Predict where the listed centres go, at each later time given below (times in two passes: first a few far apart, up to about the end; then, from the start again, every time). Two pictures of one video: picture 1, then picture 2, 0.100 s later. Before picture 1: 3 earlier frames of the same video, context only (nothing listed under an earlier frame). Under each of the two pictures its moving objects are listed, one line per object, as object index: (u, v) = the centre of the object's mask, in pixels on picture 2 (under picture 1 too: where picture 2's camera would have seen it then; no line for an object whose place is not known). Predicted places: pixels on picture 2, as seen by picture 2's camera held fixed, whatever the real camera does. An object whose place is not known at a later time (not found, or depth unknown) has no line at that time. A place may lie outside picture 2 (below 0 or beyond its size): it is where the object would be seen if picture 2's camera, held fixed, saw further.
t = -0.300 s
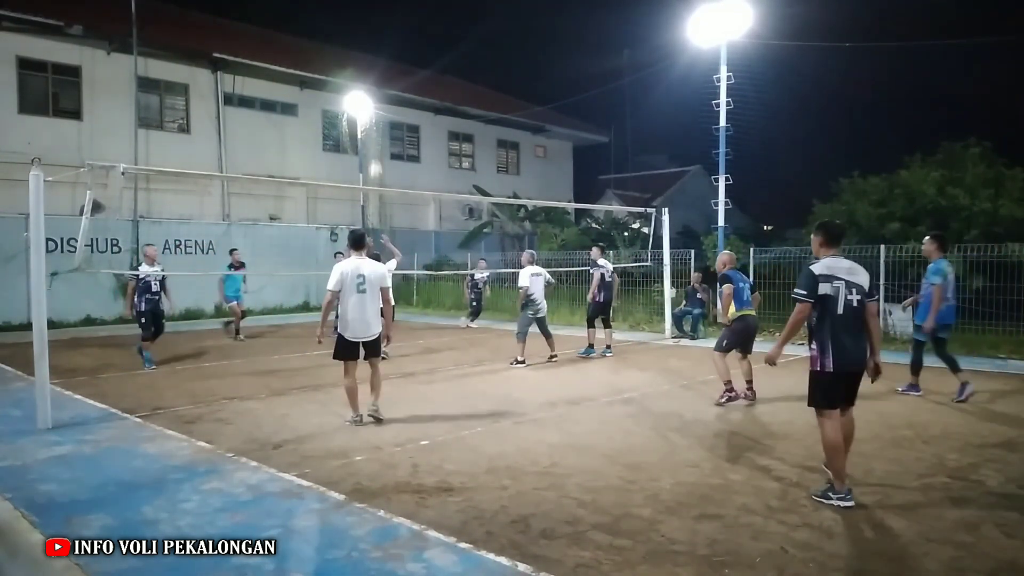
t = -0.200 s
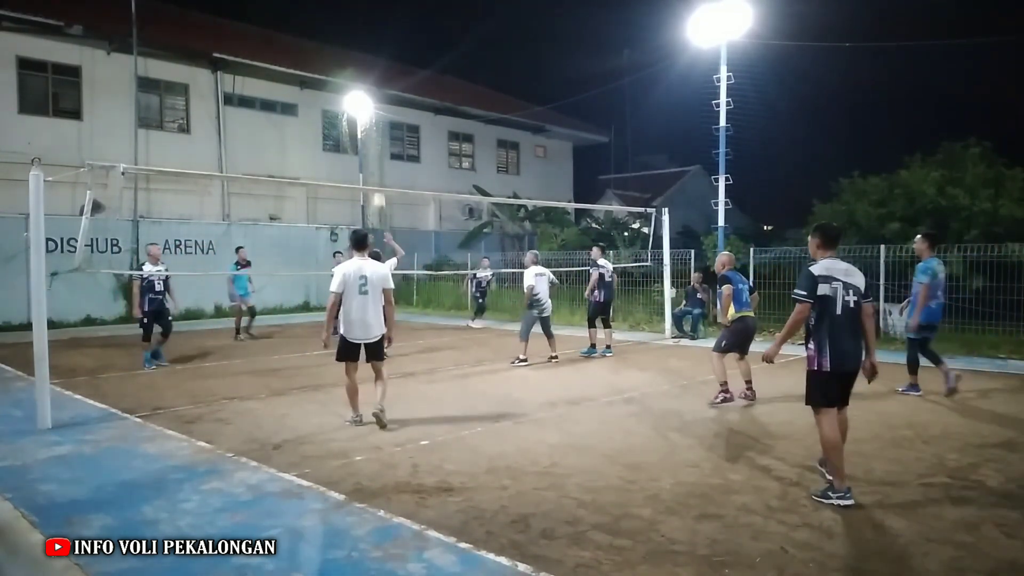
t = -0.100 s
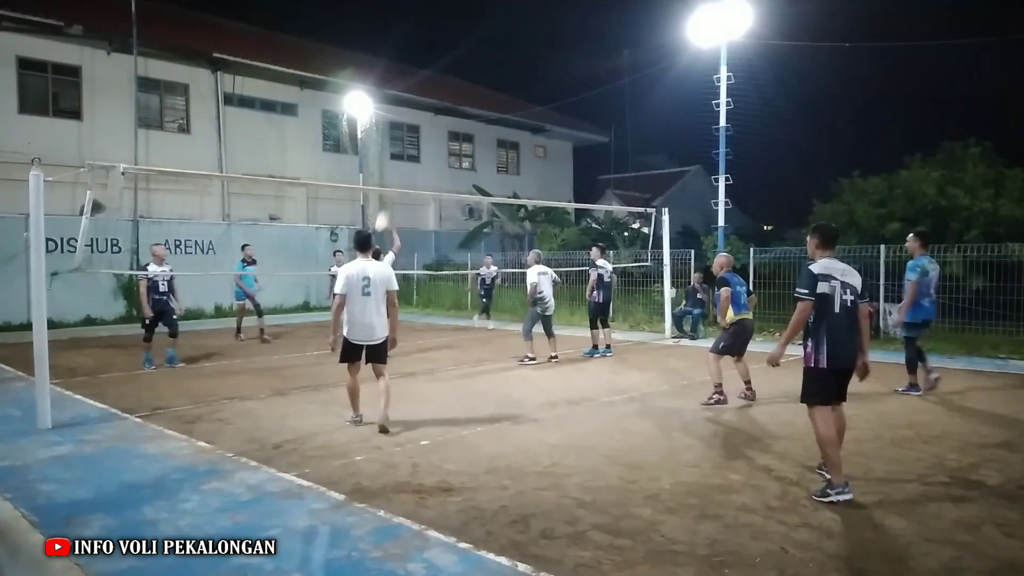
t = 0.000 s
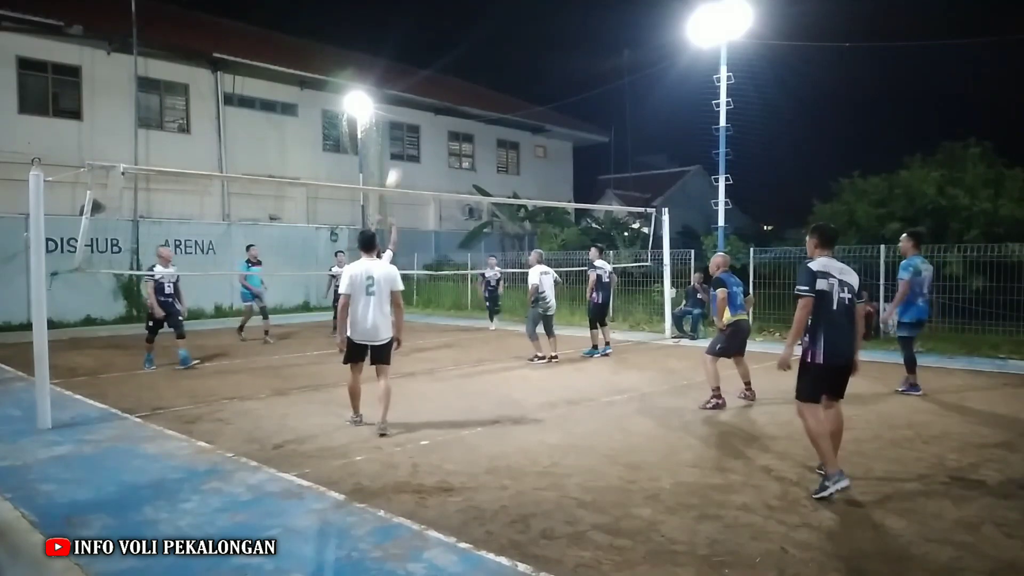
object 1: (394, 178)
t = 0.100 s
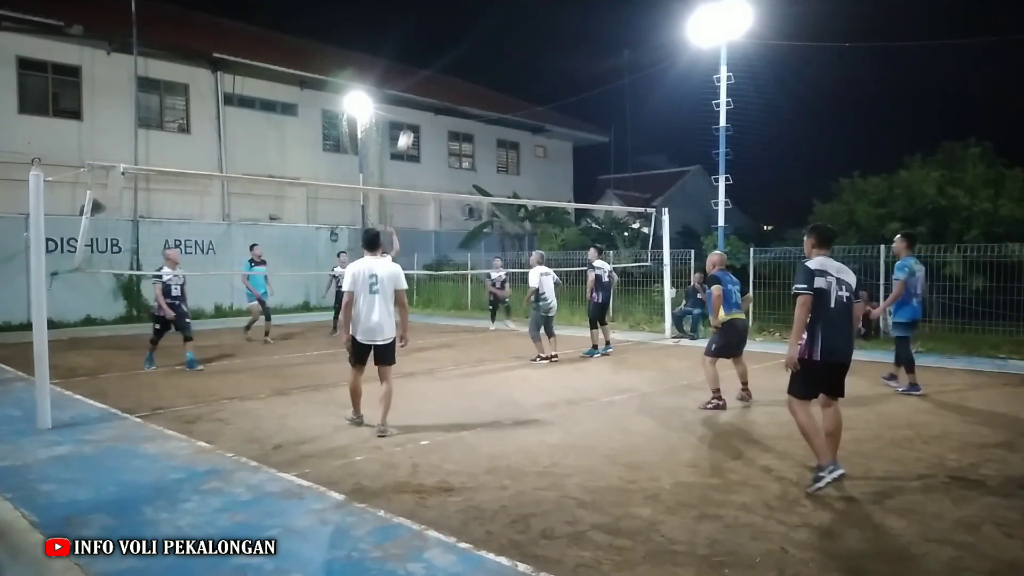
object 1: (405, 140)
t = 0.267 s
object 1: (423, 96)
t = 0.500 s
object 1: (447, 68)
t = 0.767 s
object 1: (471, 77)
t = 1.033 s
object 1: (494, 125)
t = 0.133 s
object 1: (409, 130)
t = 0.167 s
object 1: (412, 120)
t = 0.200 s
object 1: (416, 110)
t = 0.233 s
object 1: (420, 103)
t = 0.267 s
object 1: (423, 96)
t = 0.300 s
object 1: (427, 90)
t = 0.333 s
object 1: (430, 85)
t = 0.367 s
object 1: (433, 80)
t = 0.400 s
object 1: (437, 76)
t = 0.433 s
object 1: (440, 73)
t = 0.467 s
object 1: (443, 70)
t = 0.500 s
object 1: (447, 68)
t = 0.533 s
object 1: (450, 67)
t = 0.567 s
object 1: (453, 67)
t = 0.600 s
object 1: (456, 67)
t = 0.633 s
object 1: (459, 68)
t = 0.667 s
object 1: (462, 69)
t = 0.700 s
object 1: (465, 71)
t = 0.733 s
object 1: (468, 74)
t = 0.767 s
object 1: (471, 77)
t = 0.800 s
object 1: (474, 81)
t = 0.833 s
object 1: (477, 86)
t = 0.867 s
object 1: (480, 91)
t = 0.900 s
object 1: (483, 97)
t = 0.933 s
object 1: (486, 103)
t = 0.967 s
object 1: (488, 110)
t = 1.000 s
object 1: (491, 117)
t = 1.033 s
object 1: (494, 125)
